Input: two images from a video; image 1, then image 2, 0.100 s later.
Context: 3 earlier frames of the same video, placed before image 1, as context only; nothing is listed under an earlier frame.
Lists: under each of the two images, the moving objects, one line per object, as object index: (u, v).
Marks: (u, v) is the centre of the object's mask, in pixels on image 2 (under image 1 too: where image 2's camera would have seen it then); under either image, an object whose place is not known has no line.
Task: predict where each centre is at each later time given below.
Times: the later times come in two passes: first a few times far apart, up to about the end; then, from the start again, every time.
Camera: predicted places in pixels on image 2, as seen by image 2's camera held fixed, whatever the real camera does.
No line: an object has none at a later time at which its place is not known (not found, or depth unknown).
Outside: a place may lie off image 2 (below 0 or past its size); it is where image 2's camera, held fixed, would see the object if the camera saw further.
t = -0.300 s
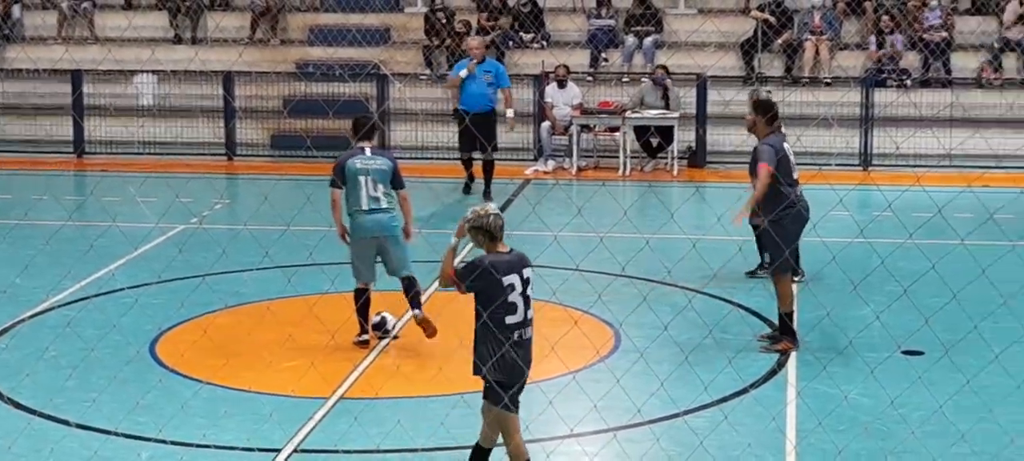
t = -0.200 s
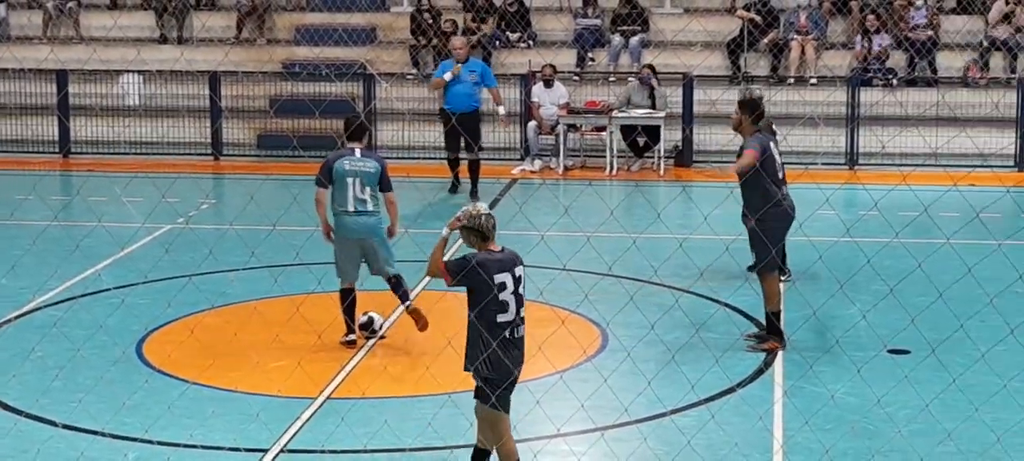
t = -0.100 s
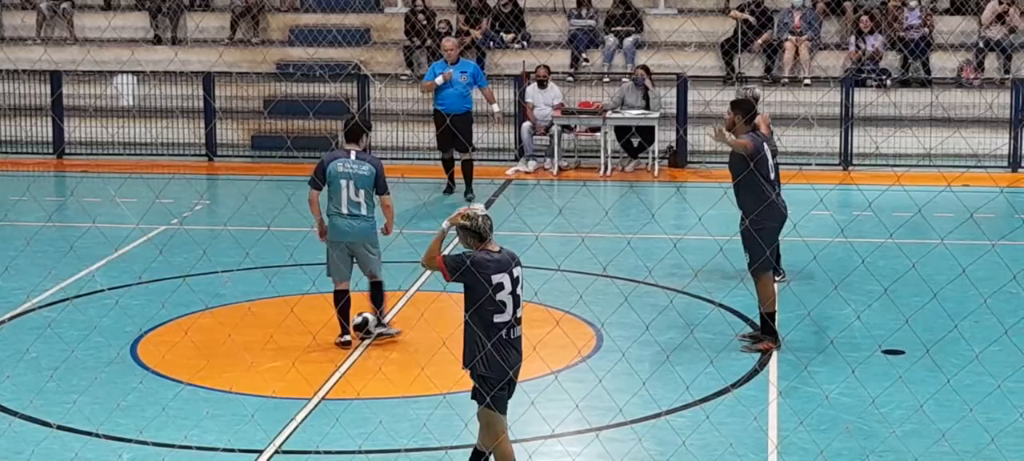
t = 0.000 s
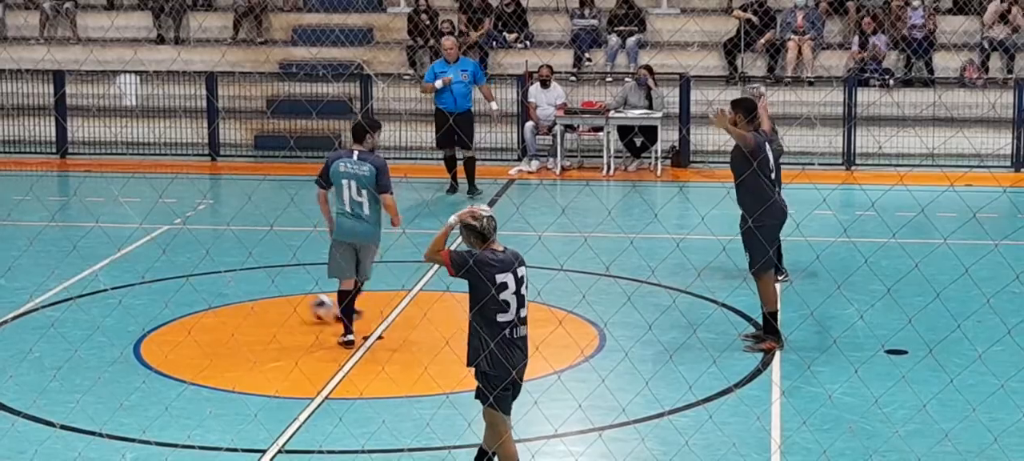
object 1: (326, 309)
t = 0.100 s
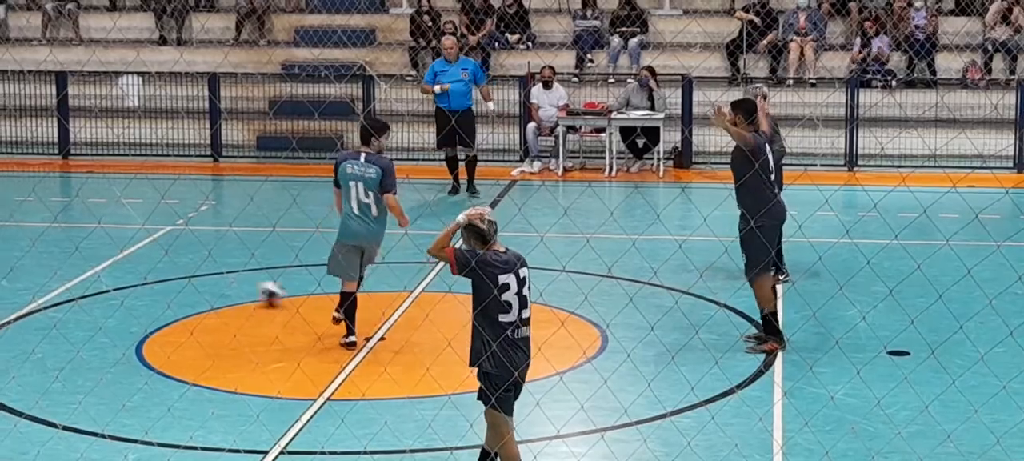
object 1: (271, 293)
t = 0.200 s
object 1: (226, 281)
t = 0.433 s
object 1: (145, 255)
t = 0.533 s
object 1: (117, 246)
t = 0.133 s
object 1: (256, 289)
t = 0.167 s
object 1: (240, 286)
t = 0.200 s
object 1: (226, 281)
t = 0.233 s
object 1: (213, 277)
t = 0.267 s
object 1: (199, 273)
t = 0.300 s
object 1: (188, 268)
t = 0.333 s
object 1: (177, 265)
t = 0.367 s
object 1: (165, 262)
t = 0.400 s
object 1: (155, 259)
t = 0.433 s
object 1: (145, 255)
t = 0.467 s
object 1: (136, 252)
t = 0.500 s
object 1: (125, 249)
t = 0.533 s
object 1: (117, 246)
